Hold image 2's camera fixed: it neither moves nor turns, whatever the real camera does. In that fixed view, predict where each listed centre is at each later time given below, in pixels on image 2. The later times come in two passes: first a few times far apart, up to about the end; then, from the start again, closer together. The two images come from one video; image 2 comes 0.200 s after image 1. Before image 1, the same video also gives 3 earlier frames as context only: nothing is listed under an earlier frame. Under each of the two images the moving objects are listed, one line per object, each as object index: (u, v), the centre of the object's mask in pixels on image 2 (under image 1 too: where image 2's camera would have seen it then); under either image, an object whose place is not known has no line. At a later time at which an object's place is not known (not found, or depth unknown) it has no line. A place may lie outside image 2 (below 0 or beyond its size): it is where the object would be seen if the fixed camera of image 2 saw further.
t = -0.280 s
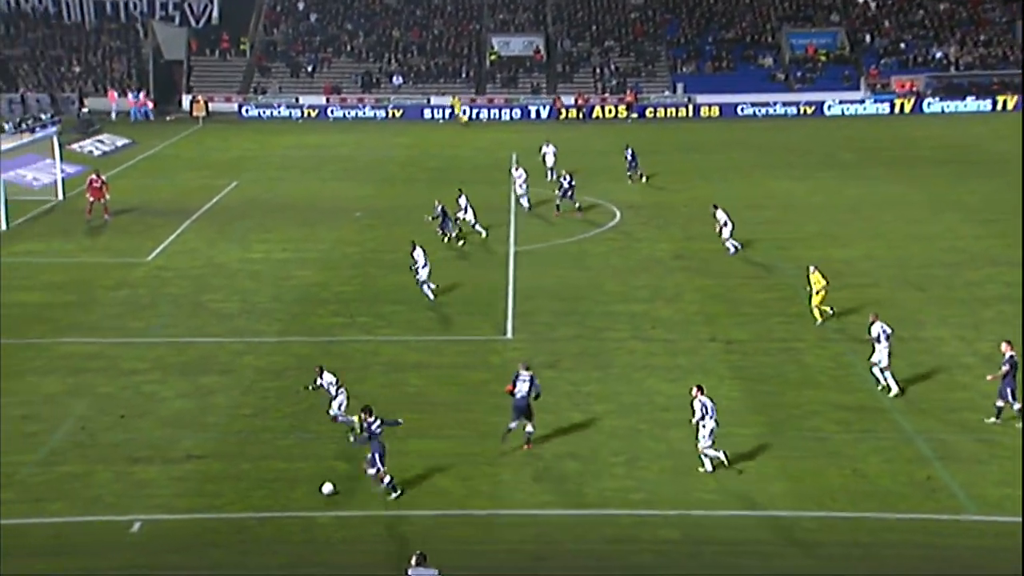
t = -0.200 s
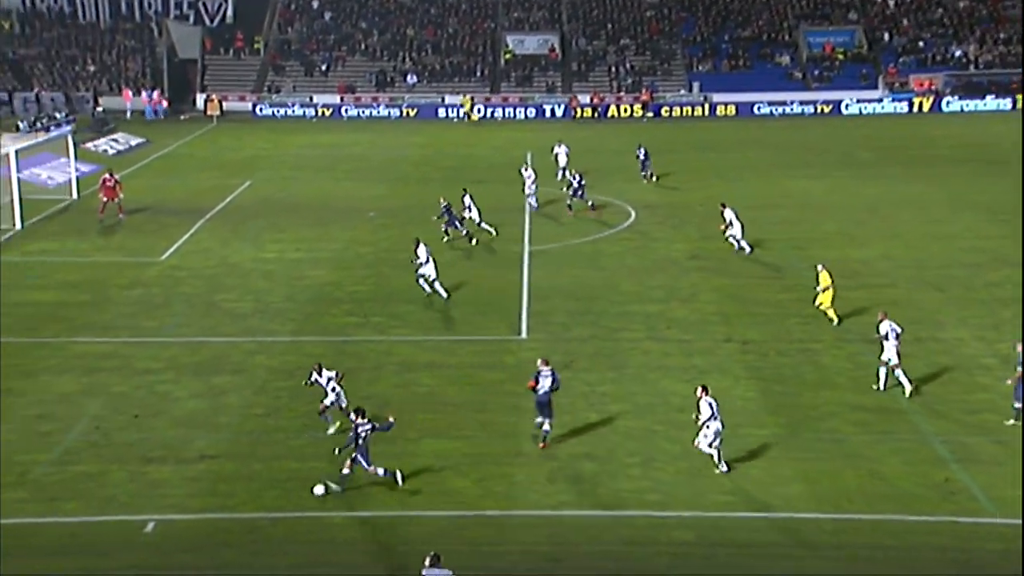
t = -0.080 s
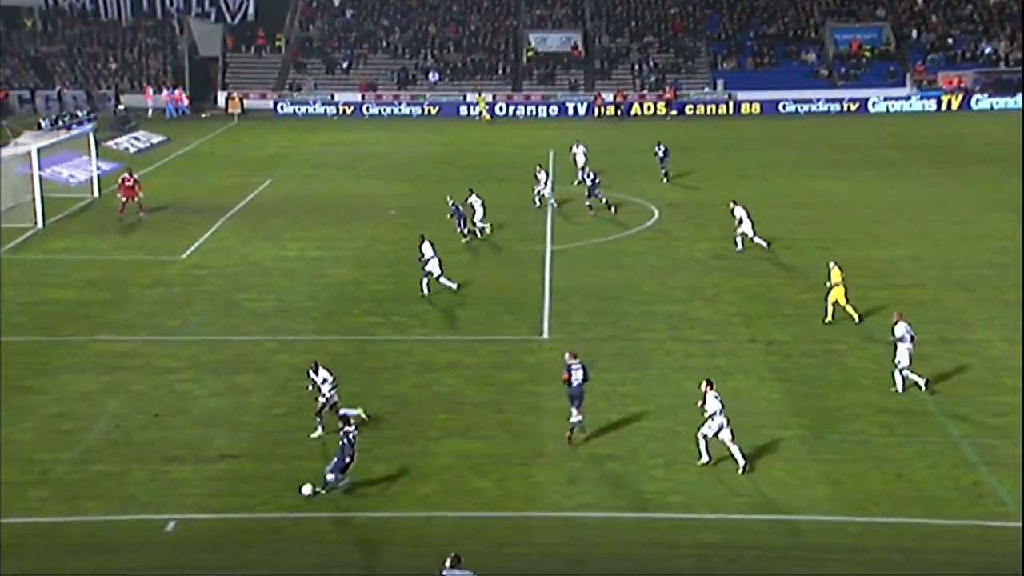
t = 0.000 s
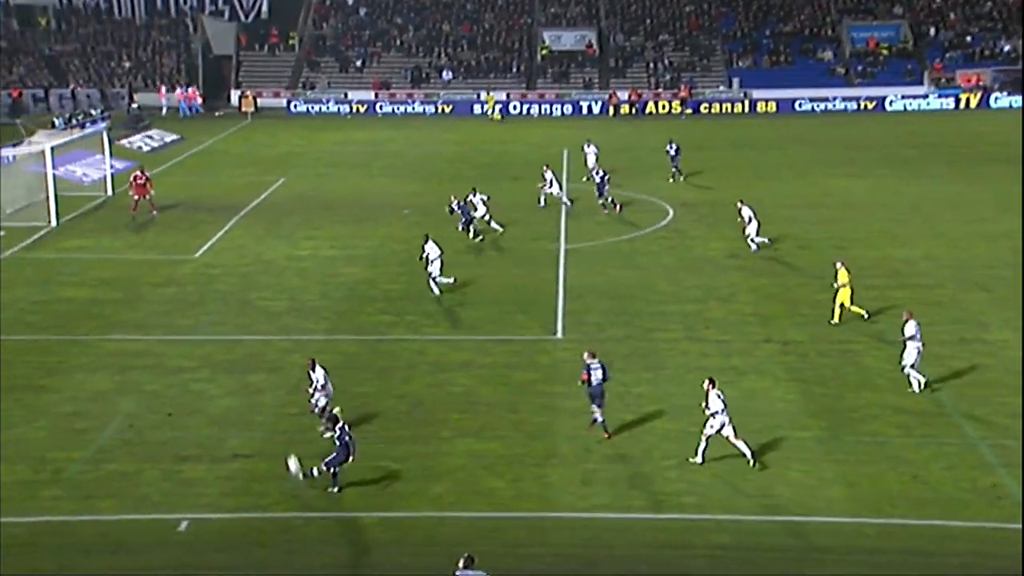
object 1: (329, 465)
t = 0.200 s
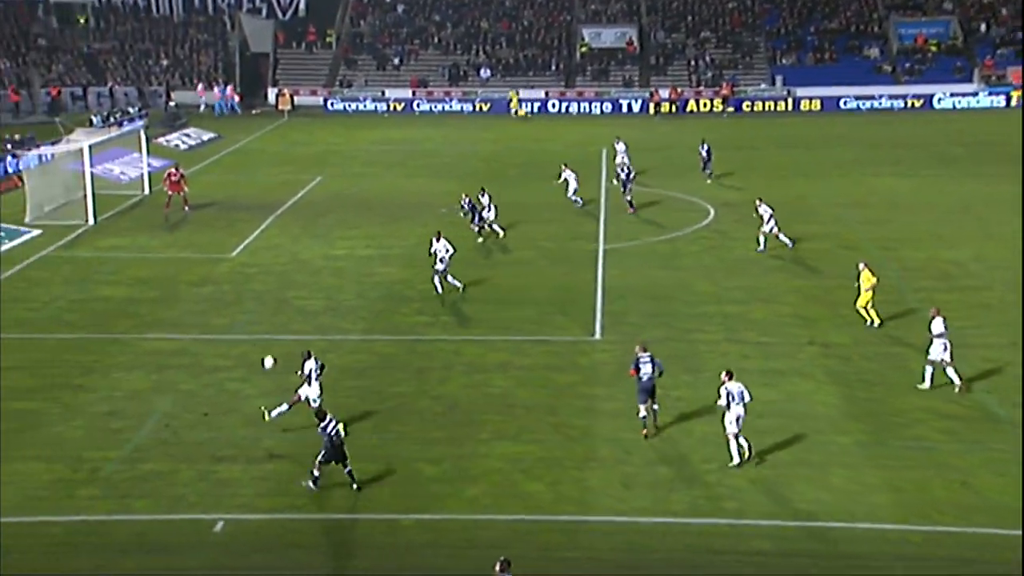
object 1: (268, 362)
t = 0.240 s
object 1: (260, 349)
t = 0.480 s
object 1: (225, 303)
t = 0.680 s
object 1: (211, 299)
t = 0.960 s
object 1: (205, 257)
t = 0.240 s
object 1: (260, 349)
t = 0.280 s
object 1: (253, 337)
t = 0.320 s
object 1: (246, 327)
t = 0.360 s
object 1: (240, 319)
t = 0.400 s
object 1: (234, 312)
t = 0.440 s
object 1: (229, 307)
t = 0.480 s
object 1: (225, 303)
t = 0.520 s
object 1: (222, 300)
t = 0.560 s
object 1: (218, 299)
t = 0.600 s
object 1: (216, 298)
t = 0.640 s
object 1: (213, 298)
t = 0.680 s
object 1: (211, 299)
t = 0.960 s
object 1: (205, 257)
